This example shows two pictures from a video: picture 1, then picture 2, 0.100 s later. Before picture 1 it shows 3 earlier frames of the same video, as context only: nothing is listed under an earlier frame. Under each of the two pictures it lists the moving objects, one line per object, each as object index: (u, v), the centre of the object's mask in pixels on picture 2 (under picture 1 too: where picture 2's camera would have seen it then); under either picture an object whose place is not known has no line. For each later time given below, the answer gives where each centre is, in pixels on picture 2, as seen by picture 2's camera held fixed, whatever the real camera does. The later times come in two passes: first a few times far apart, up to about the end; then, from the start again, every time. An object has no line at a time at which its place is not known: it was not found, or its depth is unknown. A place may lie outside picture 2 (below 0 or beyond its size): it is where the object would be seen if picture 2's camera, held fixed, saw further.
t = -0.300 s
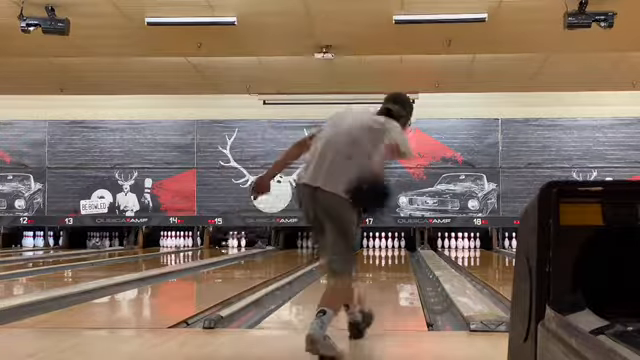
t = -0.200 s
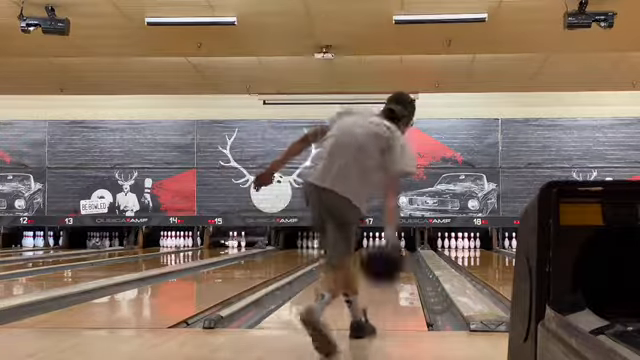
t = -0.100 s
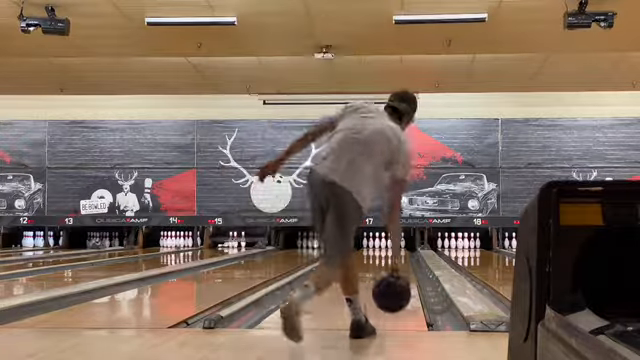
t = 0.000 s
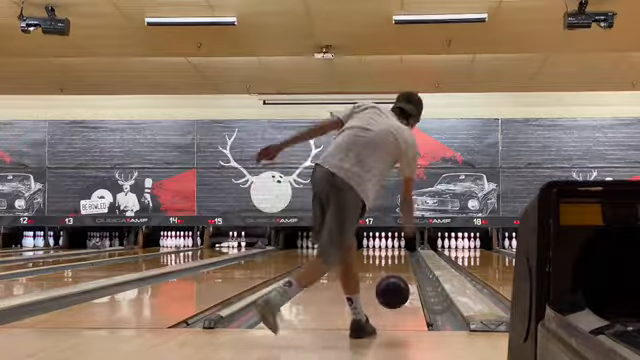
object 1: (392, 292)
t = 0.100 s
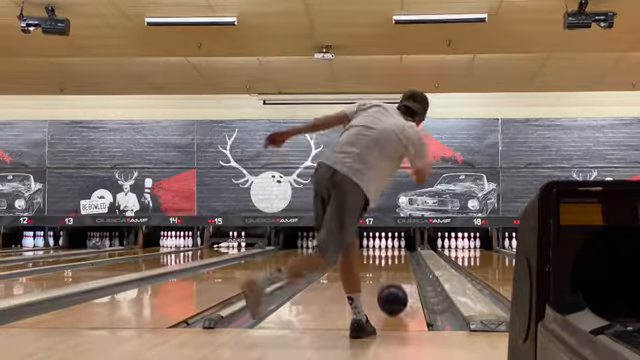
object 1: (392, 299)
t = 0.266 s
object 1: (392, 288)
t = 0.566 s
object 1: (390, 274)
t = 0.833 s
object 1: (390, 266)
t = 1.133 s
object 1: (389, 261)
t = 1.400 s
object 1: (388, 255)
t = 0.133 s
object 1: (392, 296)
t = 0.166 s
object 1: (392, 294)
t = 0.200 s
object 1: (392, 292)
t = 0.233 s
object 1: (392, 290)
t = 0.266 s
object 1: (392, 288)
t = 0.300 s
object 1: (392, 286)
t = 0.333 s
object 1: (392, 285)
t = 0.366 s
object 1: (391, 283)
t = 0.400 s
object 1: (392, 281)
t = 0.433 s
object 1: (392, 279)
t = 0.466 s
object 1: (392, 277)
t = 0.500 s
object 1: (391, 276)
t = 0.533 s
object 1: (391, 276)
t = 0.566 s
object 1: (390, 274)
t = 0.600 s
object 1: (391, 273)
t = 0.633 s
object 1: (391, 272)
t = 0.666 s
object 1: (390, 271)
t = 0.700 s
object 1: (390, 270)
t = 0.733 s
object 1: (390, 269)
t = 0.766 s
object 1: (390, 268)
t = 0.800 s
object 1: (390, 267)
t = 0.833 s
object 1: (390, 266)
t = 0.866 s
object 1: (390, 265)
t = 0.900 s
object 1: (390, 263)
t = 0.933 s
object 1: (390, 263)
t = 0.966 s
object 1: (390, 263)
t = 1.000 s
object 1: (390, 262)
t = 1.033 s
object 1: (390, 262)
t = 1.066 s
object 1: (390, 262)
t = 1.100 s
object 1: (390, 261)
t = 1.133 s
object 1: (389, 261)
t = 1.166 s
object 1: (389, 260)
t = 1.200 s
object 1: (389, 258)
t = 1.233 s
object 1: (388, 258)
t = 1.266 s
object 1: (389, 257)
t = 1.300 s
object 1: (389, 256)
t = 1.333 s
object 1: (389, 256)
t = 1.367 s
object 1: (388, 255)
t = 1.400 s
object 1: (388, 255)
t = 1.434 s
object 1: (388, 255)
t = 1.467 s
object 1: (388, 255)
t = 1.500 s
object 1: (388, 255)
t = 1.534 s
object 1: (388, 254)
